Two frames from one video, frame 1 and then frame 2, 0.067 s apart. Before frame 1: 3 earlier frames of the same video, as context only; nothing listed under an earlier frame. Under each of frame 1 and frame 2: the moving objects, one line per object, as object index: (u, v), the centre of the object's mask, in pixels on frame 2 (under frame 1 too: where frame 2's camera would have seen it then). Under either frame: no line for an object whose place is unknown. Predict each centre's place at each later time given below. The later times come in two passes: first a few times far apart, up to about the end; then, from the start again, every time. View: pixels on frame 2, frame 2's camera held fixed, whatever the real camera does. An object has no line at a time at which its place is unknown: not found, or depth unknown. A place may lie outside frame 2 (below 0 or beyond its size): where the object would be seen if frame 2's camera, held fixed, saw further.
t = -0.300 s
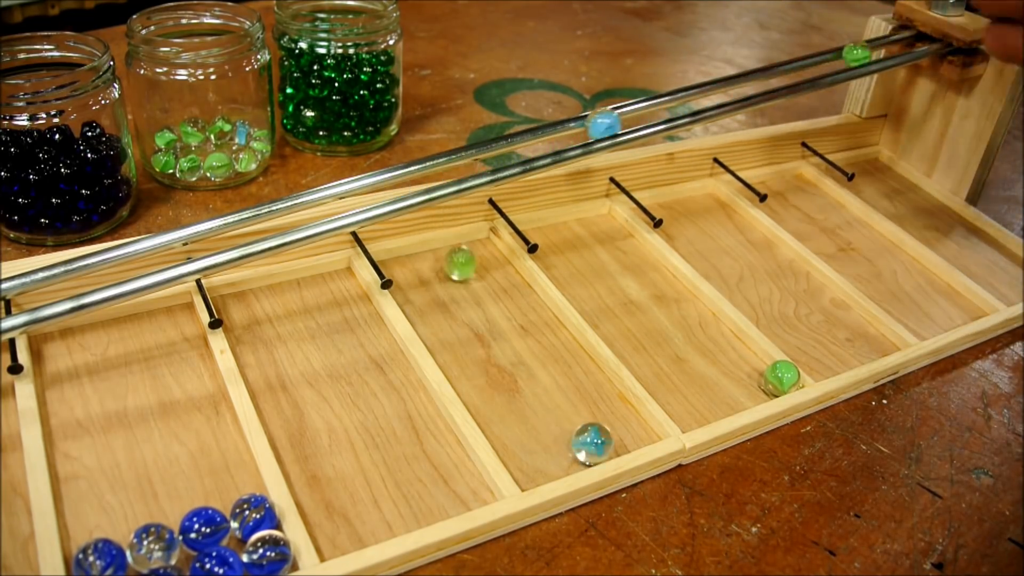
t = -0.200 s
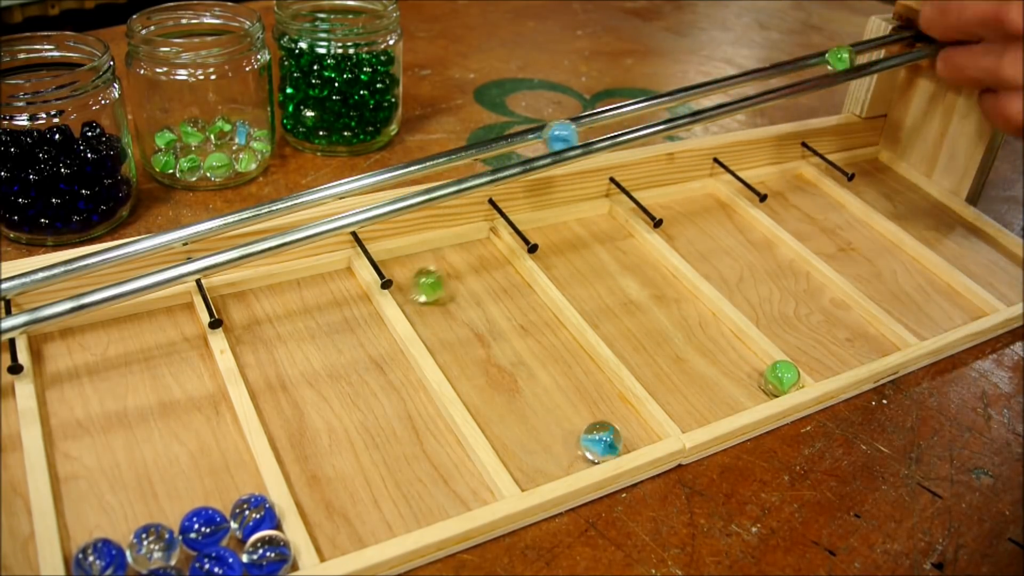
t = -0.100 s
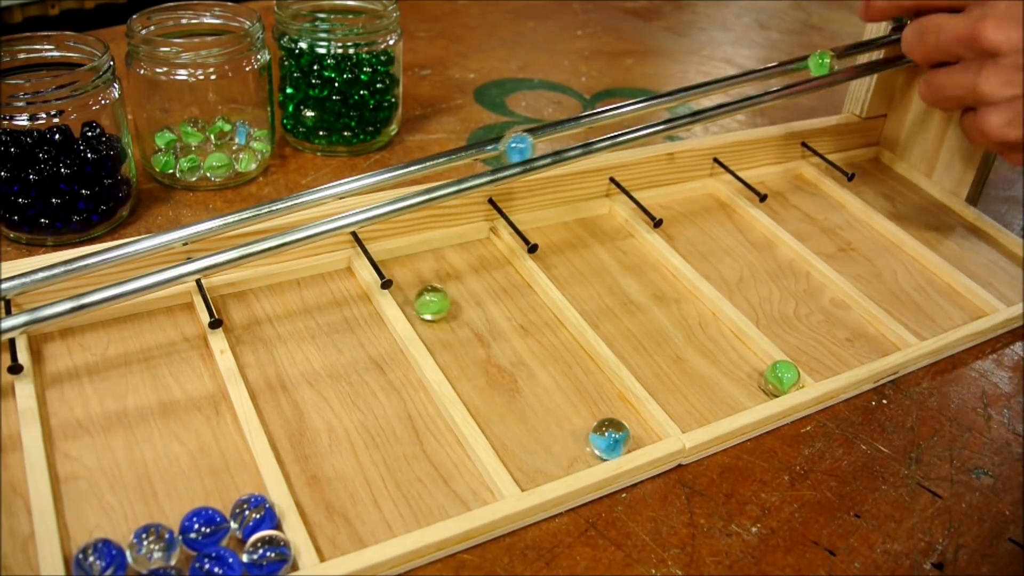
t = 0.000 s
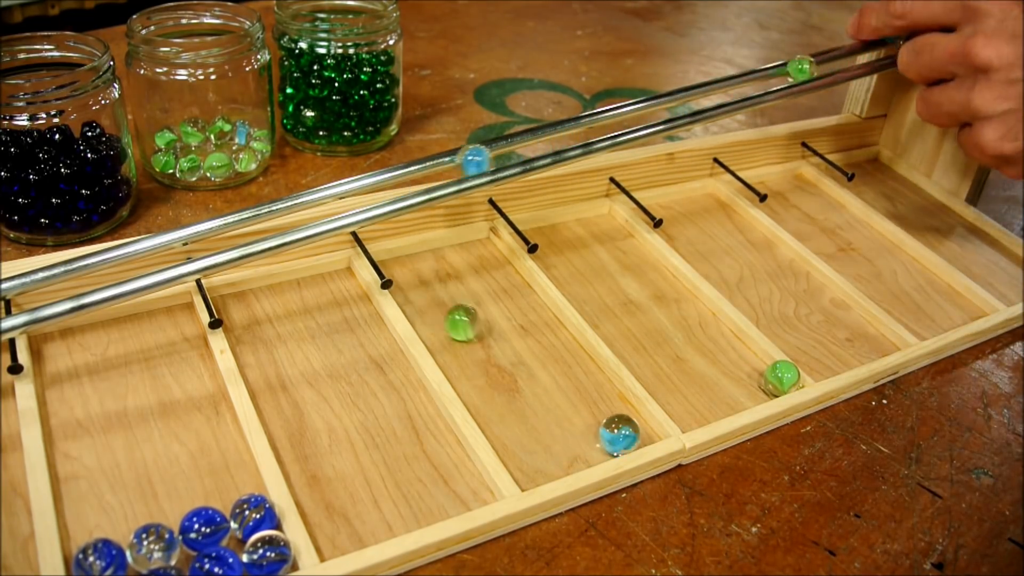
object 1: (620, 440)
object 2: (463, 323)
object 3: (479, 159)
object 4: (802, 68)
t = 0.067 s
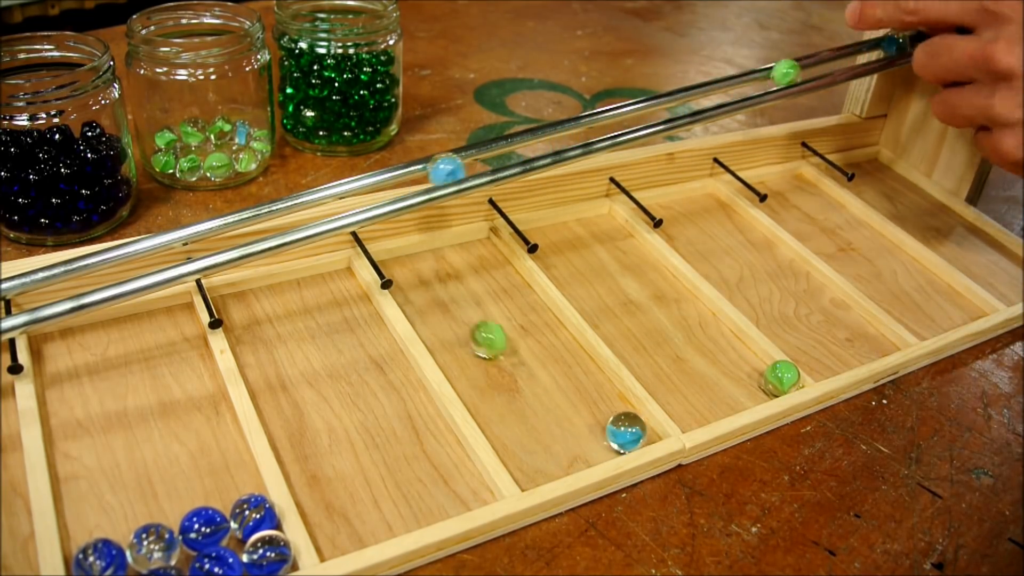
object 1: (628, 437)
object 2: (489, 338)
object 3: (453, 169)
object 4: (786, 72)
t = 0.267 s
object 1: (641, 425)
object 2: (596, 415)
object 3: (379, 191)
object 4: (737, 87)
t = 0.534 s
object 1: (645, 423)
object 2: (559, 454)
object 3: (324, 208)
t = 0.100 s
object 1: (631, 435)
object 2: (504, 349)
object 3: (438, 172)
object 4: (780, 75)
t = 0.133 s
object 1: (633, 433)
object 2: (518, 358)
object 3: (425, 176)
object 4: (774, 77)
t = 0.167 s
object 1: (636, 431)
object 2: (535, 372)
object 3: (413, 180)
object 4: (763, 79)
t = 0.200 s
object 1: (639, 427)
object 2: (553, 386)
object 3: (400, 184)
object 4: (756, 82)
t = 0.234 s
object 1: (642, 425)
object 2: (574, 397)
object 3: (386, 187)
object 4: (745, 84)
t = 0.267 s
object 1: (641, 425)
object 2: (596, 415)
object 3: (379, 191)
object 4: (737, 87)
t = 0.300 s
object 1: (639, 422)
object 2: (601, 429)
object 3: (368, 195)
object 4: (727, 89)
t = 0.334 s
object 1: (637, 422)
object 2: (600, 440)
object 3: (359, 196)
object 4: (719, 92)
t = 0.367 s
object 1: (641, 422)
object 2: (590, 440)
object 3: (350, 199)
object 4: (710, 94)
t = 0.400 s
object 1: (641, 423)
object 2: (583, 442)
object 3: (344, 202)
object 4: (701, 97)
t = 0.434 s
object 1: (642, 424)
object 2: (576, 446)
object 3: (336, 205)
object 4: (691, 99)
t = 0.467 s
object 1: (643, 424)
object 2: (571, 450)
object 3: (331, 206)
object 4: (683, 102)
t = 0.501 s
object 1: (644, 424)
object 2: (565, 453)
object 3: (325, 206)
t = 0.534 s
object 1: (645, 423)
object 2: (559, 454)
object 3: (324, 208)
